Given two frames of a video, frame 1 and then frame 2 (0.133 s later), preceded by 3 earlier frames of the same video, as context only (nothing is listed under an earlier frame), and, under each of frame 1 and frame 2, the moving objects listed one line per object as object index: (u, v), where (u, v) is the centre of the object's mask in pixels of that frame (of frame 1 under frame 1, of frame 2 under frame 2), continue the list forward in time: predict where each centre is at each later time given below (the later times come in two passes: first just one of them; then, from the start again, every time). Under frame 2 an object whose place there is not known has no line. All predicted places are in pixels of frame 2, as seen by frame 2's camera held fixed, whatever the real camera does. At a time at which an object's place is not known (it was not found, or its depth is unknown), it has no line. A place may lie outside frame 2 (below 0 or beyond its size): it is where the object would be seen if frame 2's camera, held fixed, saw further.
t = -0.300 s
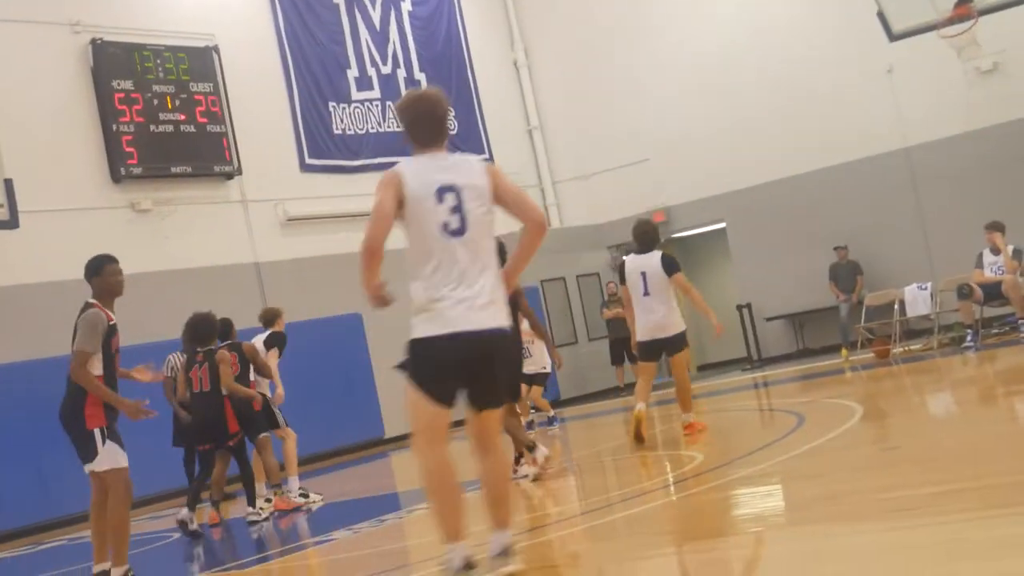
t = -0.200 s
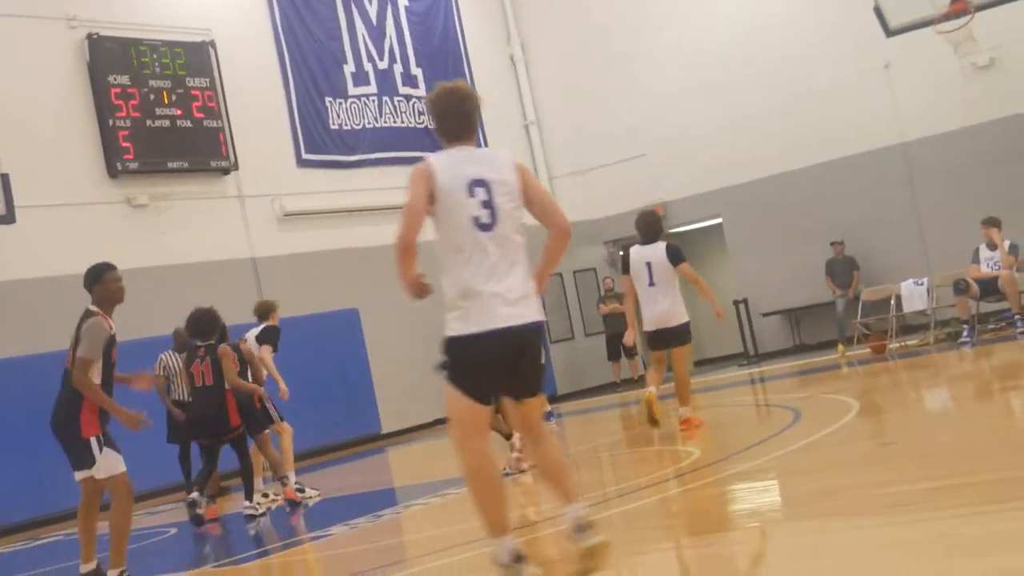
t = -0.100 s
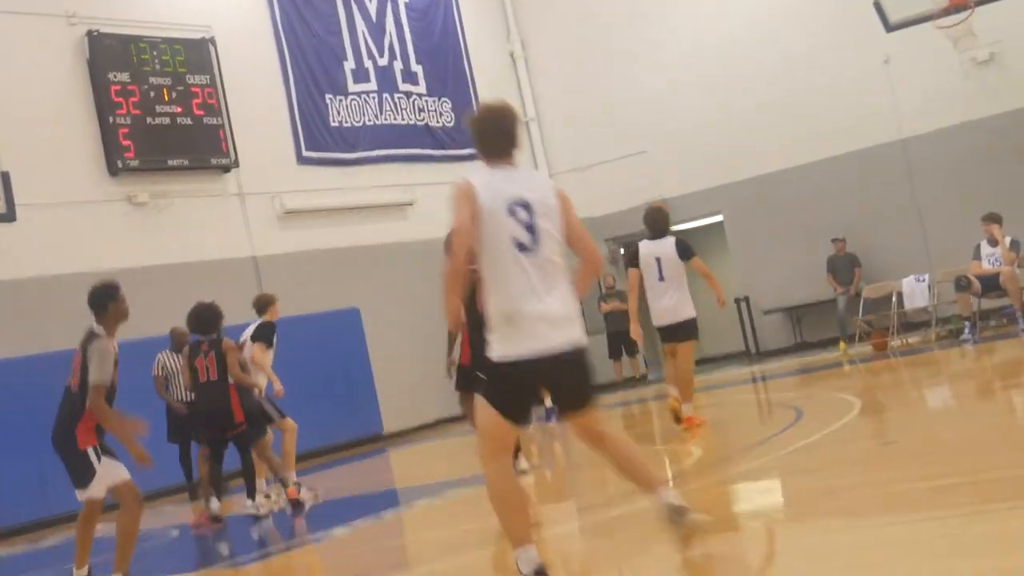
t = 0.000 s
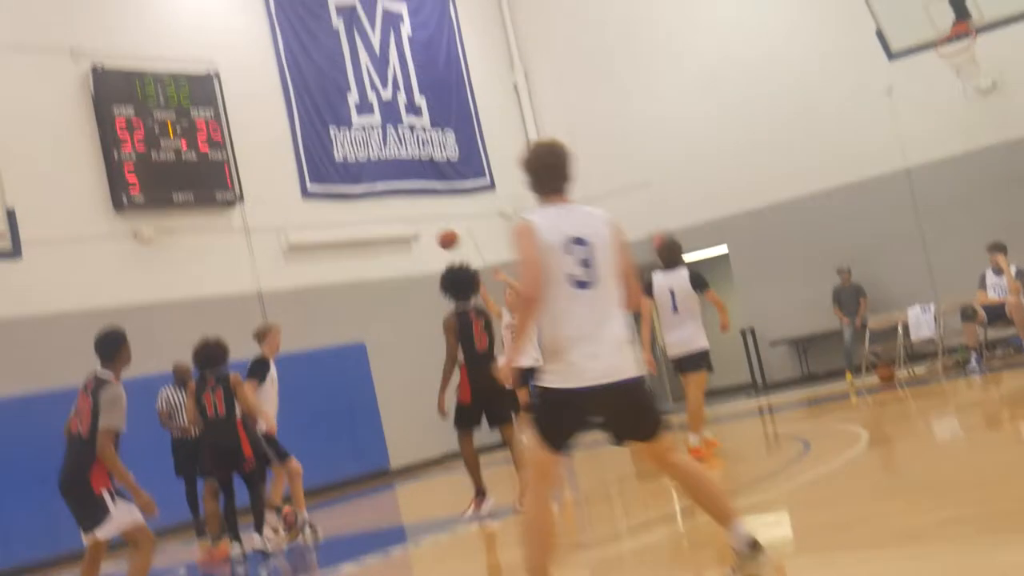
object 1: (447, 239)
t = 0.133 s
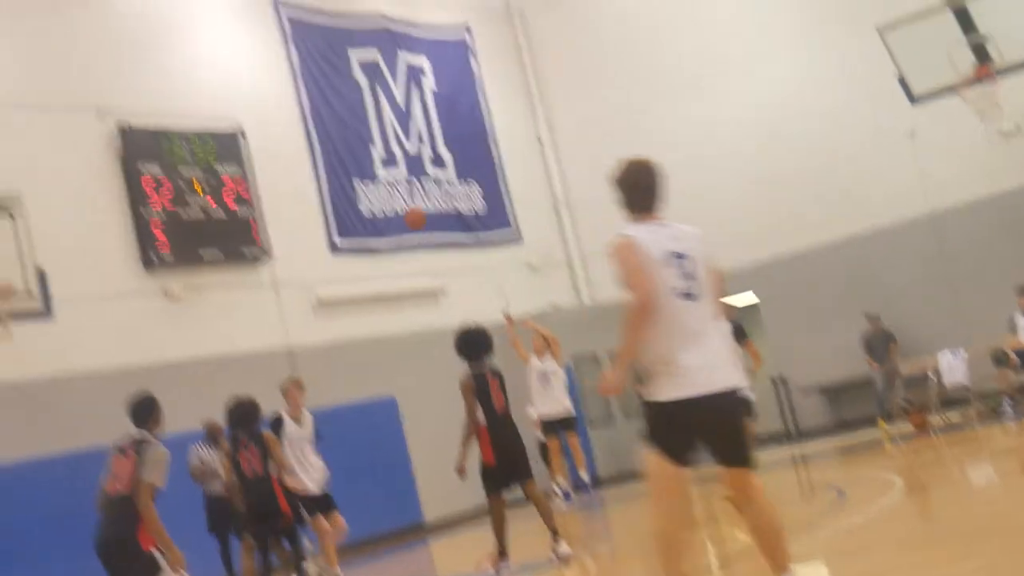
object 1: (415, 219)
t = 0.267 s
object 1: (355, 158)
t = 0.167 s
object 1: (400, 203)
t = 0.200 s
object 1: (384, 187)
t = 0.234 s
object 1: (370, 173)
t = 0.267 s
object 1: (355, 158)
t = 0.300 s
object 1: (341, 146)
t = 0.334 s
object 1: (326, 134)
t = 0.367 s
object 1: (311, 123)
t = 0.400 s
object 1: (297, 114)
